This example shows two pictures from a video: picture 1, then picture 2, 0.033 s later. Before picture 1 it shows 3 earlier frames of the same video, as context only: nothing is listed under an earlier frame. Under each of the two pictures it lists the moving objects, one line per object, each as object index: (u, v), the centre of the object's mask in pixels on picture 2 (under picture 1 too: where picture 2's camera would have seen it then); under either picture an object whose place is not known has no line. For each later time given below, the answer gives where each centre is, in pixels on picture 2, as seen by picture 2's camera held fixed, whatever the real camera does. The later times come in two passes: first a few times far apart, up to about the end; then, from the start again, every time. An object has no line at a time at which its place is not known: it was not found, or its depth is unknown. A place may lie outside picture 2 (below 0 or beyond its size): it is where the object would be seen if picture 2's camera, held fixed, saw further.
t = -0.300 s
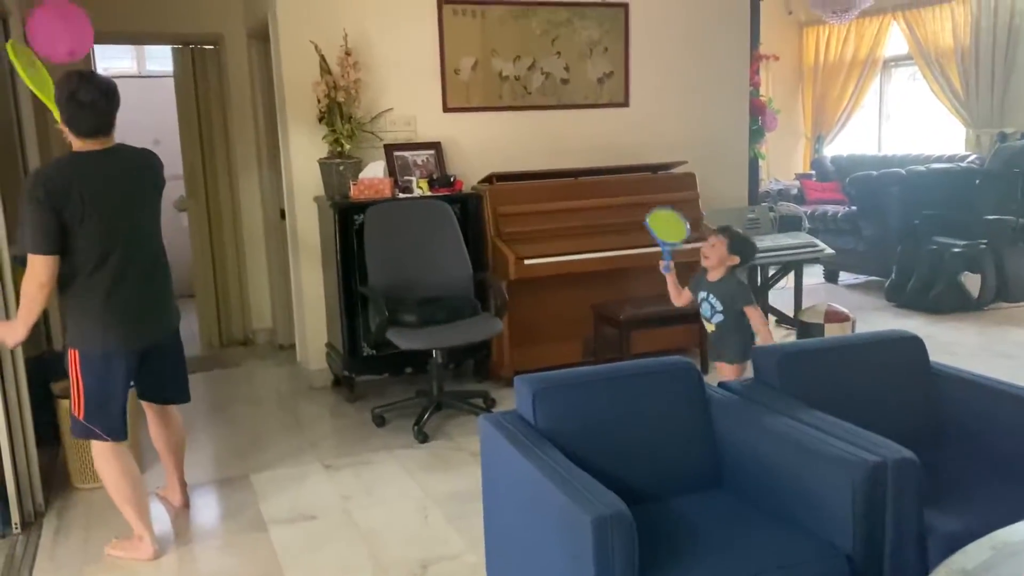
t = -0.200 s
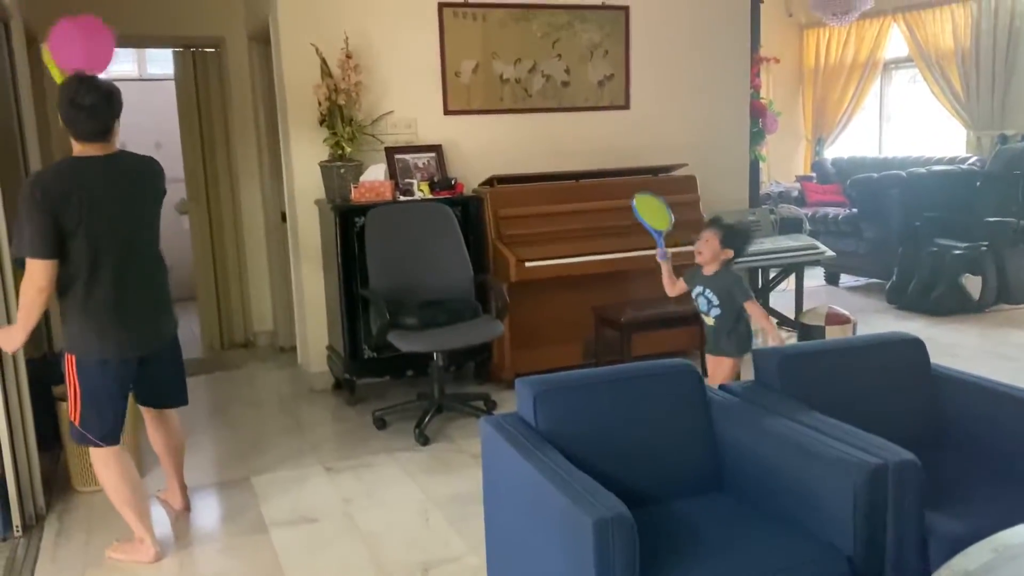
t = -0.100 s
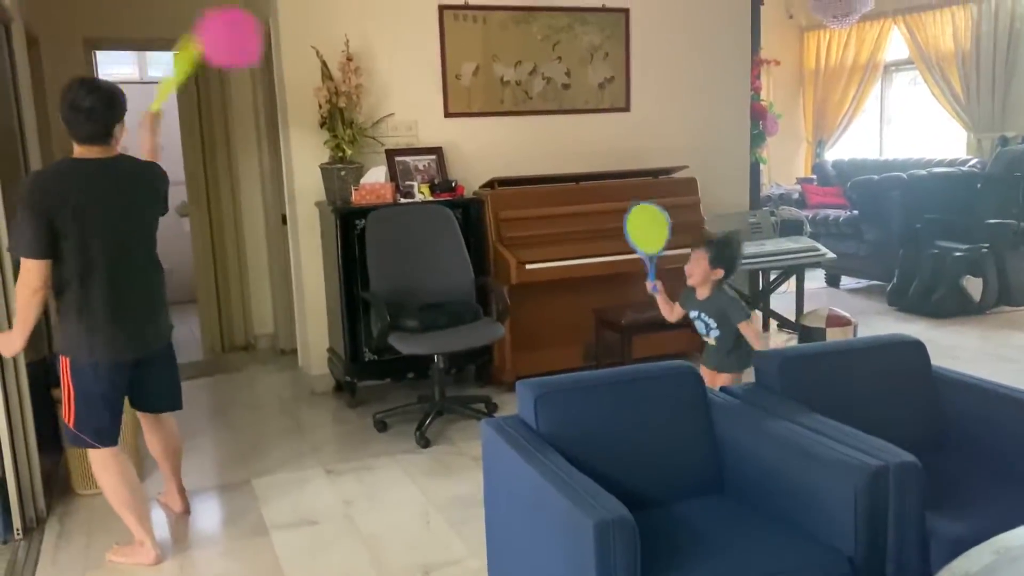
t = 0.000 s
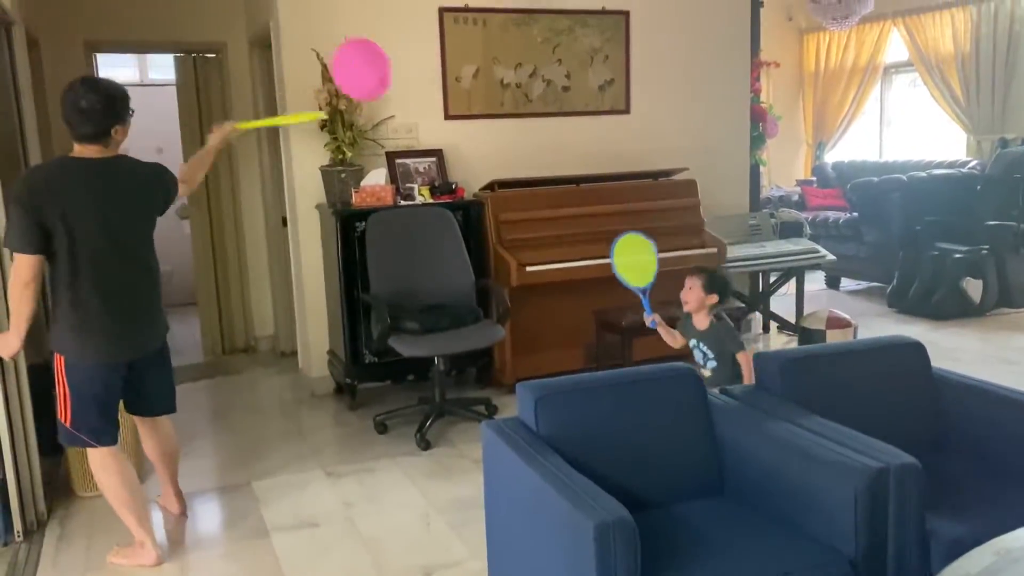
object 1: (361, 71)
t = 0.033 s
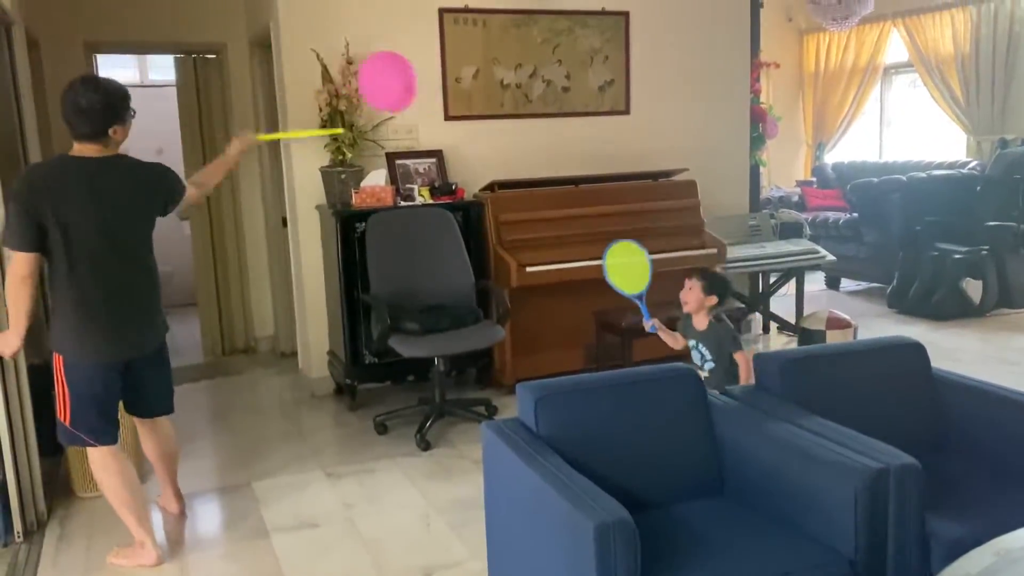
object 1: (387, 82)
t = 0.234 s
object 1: (475, 147)
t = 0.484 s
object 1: (531, 228)
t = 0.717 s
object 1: (557, 305)
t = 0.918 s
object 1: (567, 362)
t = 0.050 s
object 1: (398, 88)
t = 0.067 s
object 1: (408, 93)
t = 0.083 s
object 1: (418, 99)
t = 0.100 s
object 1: (426, 104)
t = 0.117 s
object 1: (433, 110)
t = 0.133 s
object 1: (440, 116)
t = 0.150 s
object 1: (447, 121)
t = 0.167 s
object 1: (453, 126)
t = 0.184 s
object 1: (459, 131)
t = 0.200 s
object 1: (465, 136)
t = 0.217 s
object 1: (470, 142)
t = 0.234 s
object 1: (475, 147)
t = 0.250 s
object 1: (480, 152)
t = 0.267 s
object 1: (485, 158)
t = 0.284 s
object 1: (489, 163)
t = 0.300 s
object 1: (494, 168)
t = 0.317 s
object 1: (498, 173)
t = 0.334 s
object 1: (502, 179)
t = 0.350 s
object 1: (506, 185)
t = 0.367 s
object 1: (510, 190)
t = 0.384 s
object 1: (513, 195)
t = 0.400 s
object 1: (517, 201)
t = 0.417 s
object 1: (520, 206)
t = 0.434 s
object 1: (523, 211)
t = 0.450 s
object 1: (526, 217)
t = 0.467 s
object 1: (529, 222)
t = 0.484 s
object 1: (531, 228)
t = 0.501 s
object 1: (534, 233)
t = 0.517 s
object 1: (536, 238)
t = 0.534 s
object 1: (539, 244)
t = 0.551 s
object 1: (541, 249)
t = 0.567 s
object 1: (543, 255)
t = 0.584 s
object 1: (545, 260)
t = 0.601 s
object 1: (547, 266)
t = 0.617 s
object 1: (548, 271)
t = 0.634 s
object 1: (550, 277)
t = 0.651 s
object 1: (552, 282)
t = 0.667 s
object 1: (553, 288)
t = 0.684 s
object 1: (555, 294)
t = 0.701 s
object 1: (556, 299)
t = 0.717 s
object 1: (557, 305)
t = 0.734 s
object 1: (559, 310)
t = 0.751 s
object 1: (560, 316)
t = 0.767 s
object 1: (561, 322)
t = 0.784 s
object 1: (562, 327)
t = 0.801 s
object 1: (563, 333)
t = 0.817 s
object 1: (564, 339)
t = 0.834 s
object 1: (565, 344)
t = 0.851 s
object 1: (566, 349)
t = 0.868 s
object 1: (566, 353)
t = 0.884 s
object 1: (567, 356)
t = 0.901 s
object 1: (567, 359)
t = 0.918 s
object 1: (567, 362)
